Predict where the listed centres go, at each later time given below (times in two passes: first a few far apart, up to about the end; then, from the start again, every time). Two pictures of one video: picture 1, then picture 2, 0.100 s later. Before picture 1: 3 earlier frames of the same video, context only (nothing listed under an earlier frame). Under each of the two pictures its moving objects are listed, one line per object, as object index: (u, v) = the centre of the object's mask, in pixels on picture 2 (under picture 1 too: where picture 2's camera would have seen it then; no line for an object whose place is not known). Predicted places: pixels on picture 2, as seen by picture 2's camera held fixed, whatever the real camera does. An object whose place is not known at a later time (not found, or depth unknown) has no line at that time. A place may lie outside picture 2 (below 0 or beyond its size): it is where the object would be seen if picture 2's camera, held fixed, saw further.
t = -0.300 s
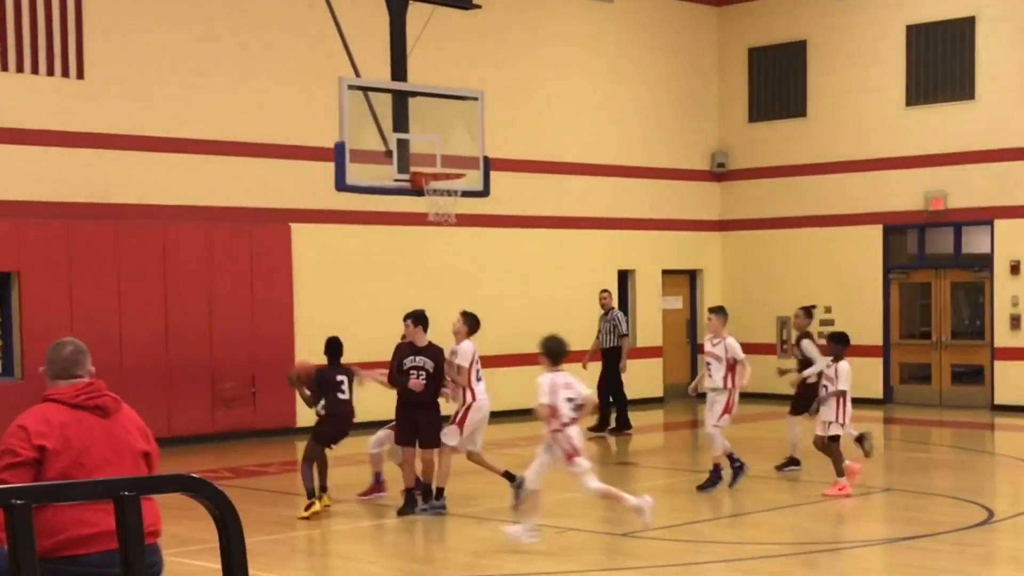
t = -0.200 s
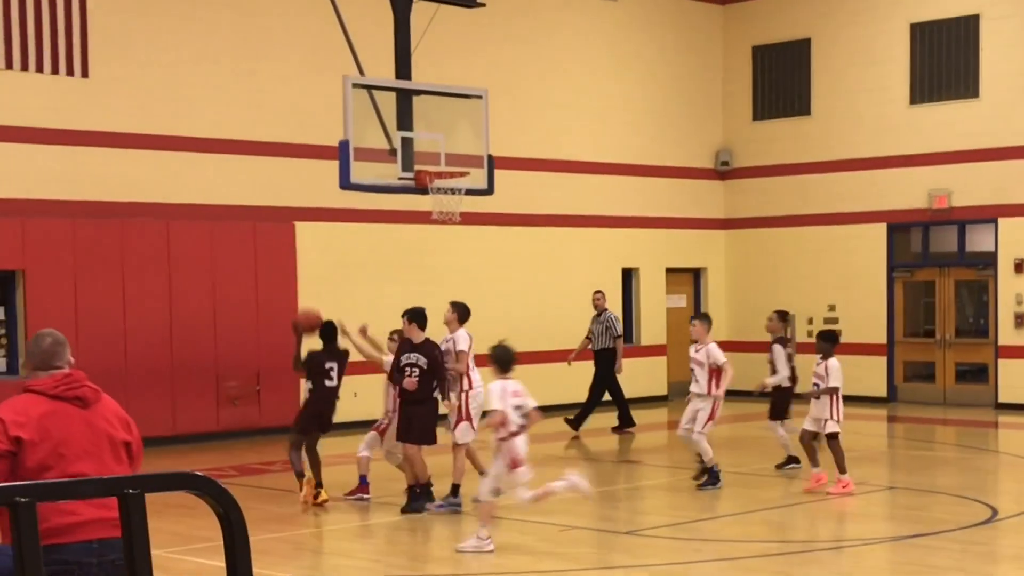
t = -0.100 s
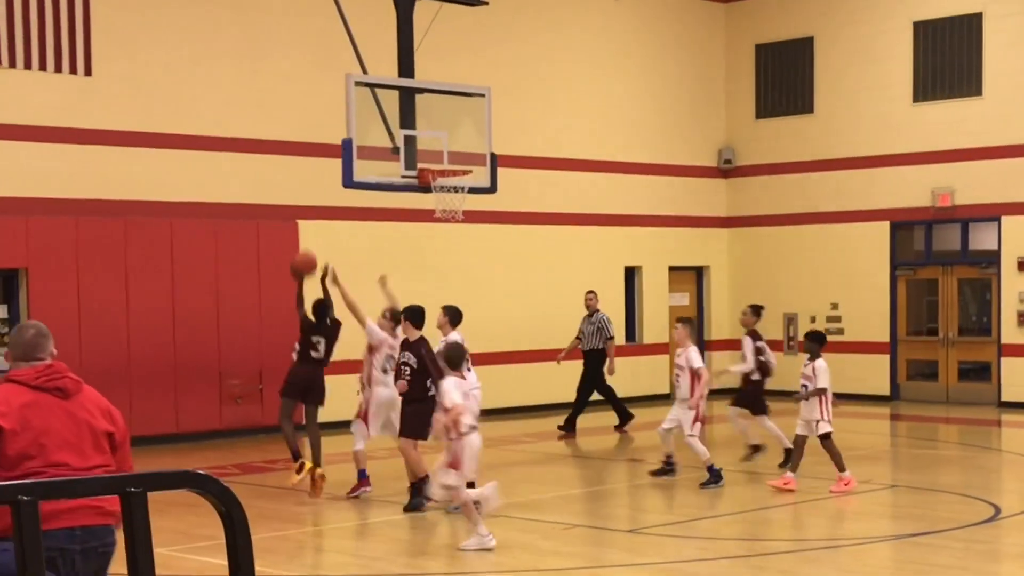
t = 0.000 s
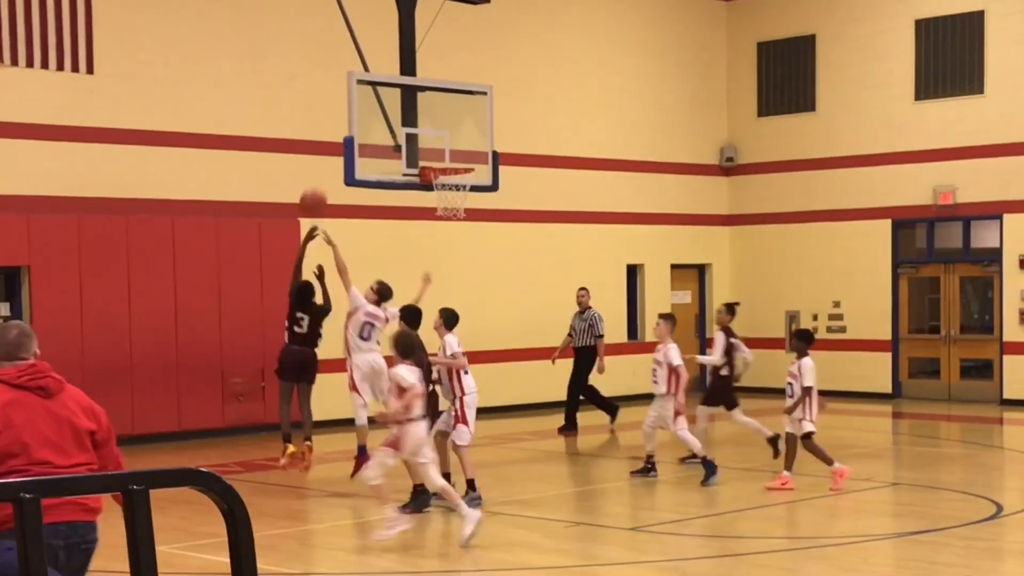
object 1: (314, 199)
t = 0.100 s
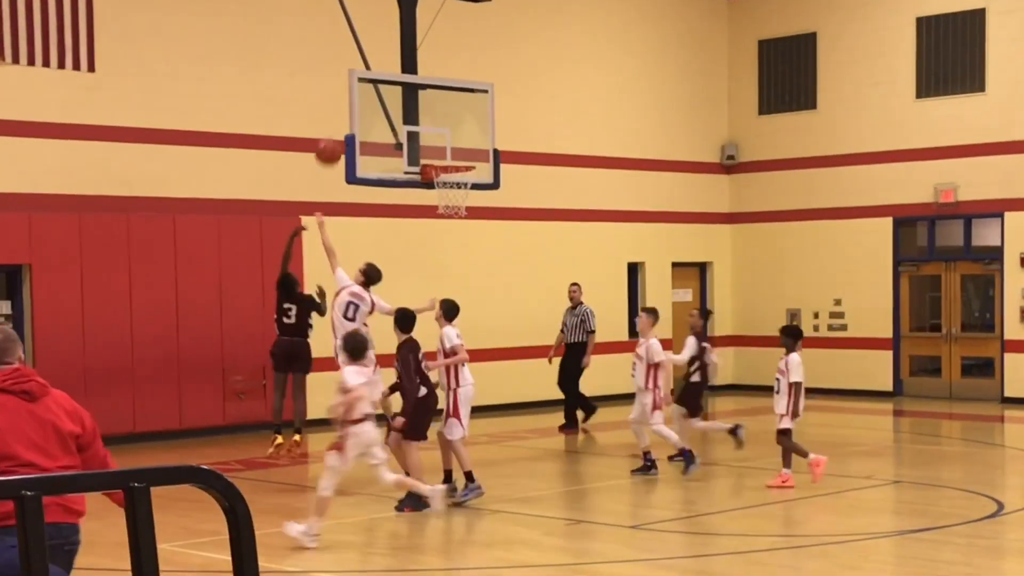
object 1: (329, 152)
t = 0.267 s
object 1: (351, 97)
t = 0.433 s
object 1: (374, 73)
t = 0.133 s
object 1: (333, 138)
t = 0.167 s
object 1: (337, 126)
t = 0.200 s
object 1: (342, 115)
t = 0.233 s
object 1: (347, 105)
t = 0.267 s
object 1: (351, 97)
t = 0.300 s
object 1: (356, 90)
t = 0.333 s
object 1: (360, 83)
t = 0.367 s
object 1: (365, 78)
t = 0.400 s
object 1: (370, 75)
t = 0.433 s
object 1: (374, 73)
